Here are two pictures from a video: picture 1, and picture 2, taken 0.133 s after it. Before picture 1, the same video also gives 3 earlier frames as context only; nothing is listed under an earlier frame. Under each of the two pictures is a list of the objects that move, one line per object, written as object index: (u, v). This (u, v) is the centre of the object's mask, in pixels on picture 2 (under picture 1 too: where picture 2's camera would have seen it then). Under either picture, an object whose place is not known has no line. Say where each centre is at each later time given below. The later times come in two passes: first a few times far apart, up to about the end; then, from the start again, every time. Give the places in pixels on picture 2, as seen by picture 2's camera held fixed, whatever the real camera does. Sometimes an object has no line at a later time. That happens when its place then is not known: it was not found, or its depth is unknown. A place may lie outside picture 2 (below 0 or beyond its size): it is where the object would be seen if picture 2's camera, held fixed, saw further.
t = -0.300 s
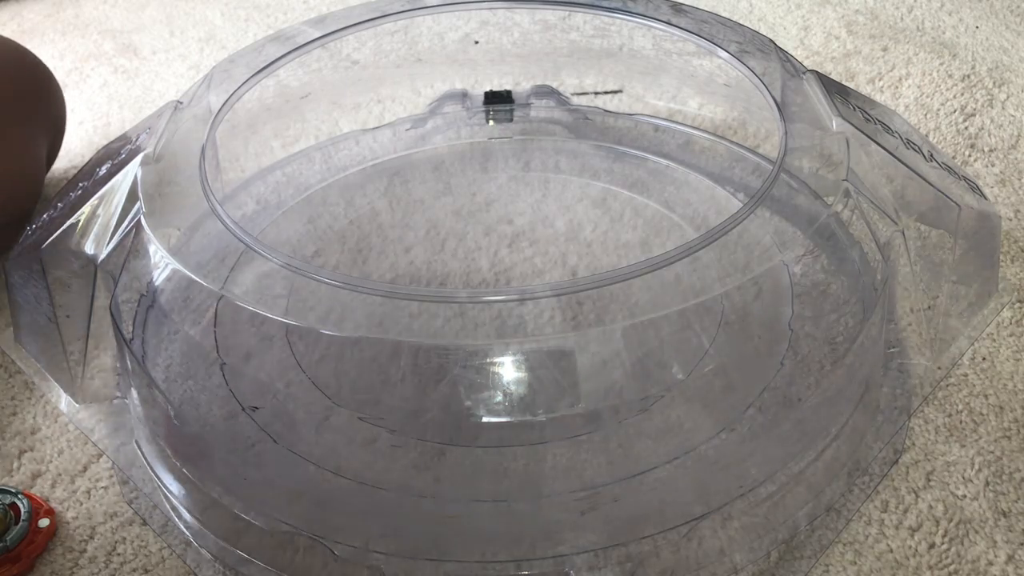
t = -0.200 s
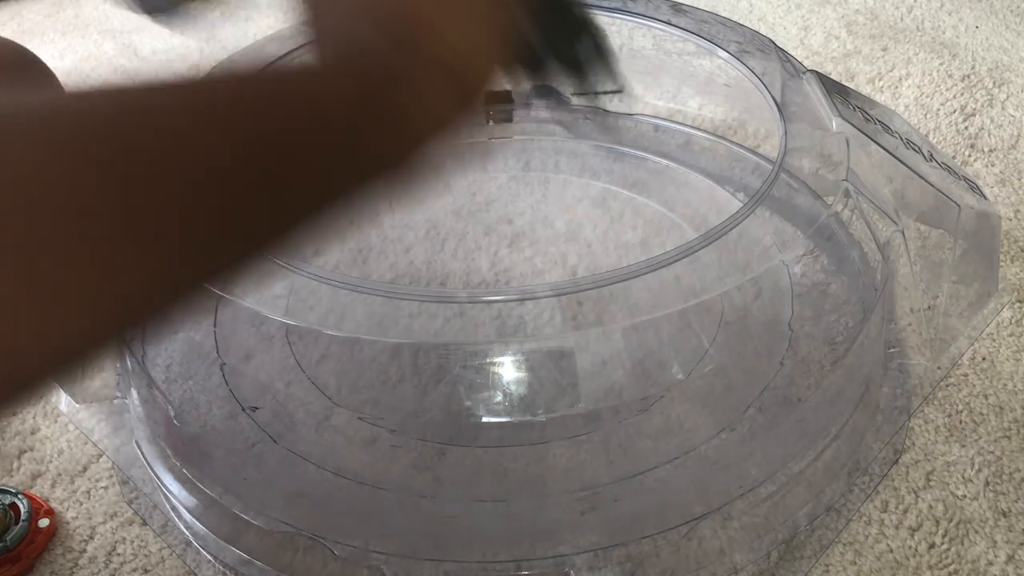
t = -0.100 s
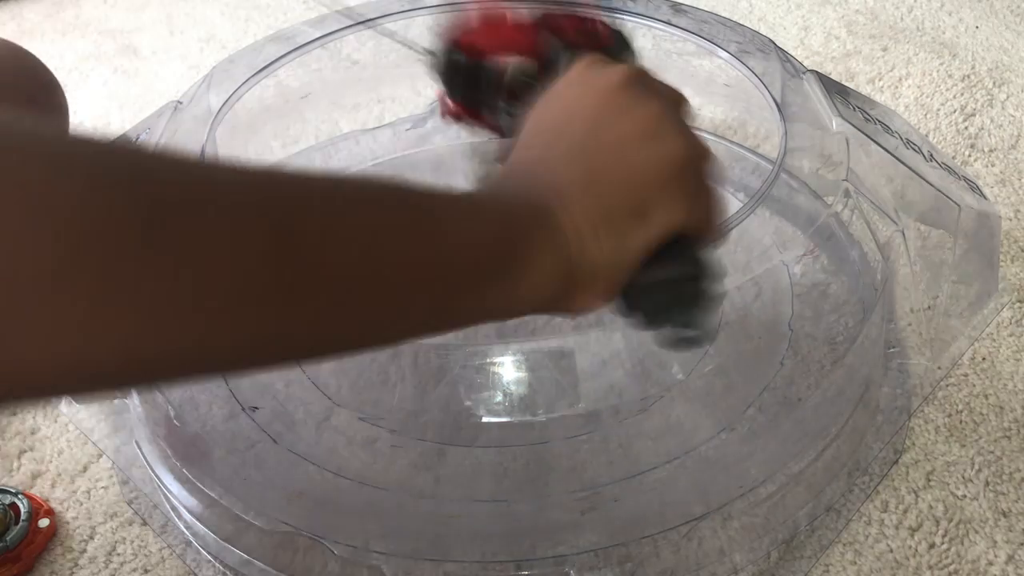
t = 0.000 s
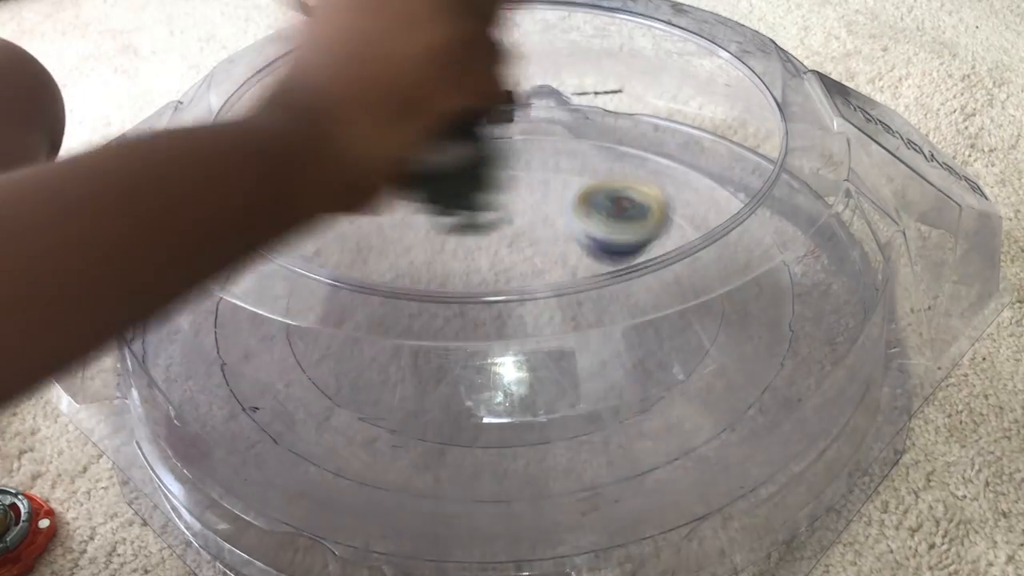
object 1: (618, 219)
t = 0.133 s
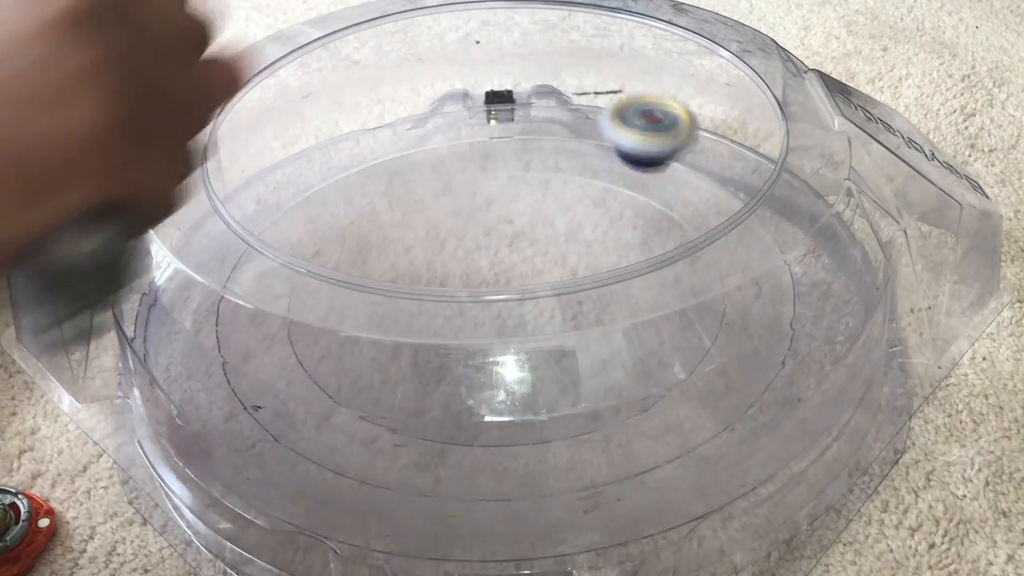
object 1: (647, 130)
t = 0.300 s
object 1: (598, 91)
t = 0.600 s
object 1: (437, 139)
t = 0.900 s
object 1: (435, 335)
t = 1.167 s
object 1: (744, 357)
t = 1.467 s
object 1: (747, 183)
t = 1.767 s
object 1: (588, 117)
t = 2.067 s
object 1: (470, 162)
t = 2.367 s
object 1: (424, 396)
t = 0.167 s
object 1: (640, 117)
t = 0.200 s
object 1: (632, 119)
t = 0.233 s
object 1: (623, 118)
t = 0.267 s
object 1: (610, 97)
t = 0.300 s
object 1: (598, 91)
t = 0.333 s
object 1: (582, 93)
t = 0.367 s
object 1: (563, 99)
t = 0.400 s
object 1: (542, 103)
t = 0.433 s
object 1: (522, 113)
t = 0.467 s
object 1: (504, 118)
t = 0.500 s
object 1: (485, 123)
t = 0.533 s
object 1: (468, 128)
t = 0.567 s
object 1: (452, 134)
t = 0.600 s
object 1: (437, 139)
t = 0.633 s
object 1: (424, 146)
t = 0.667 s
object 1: (412, 155)
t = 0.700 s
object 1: (403, 172)
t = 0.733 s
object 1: (396, 192)
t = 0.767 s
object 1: (392, 216)
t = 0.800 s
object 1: (392, 244)
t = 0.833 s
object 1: (399, 273)
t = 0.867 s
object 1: (409, 309)
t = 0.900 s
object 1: (435, 335)
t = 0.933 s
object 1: (463, 351)
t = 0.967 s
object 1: (508, 372)
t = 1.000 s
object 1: (562, 383)
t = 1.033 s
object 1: (596, 380)
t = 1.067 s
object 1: (635, 372)
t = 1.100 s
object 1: (673, 378)
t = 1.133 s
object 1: (712, 369)
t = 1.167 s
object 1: (744, 357)
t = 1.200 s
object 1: (759, 339)
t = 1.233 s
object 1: (765, 323)
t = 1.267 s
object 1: (763, 299)
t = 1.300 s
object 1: (764, 275)
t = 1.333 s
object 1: (765, 256)
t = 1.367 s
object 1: (762, 235)
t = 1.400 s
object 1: (759, 214)
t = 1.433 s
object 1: (756, 197)
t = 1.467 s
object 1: (747, 183)
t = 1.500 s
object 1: (728, 171)
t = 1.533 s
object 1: (707, 160)
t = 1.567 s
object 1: (688, 151)
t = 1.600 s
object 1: (668, 141)
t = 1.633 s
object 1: (649, 134)
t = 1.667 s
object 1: (633, 127)
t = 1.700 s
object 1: (617, 122)
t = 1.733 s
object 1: (603, 118)
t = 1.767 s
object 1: (588, 117)
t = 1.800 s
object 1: (571, 117)
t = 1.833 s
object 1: (558, 118)
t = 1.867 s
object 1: (544, 120)
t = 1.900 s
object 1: (532, 122)
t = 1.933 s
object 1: (519, 126)
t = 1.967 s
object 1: (508, 130)
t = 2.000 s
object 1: (497, 135)
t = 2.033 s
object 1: (484, 145)
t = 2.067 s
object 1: (470, 162)
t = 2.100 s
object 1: (456, 183)
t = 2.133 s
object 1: (437, 209)
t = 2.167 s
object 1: (419, 240)
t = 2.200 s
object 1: (406, 260)
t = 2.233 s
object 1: (393, 301)
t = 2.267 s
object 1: (393, 328)
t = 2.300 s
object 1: (397, 356)
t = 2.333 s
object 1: (409, 367)
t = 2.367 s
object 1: (424, 396)
